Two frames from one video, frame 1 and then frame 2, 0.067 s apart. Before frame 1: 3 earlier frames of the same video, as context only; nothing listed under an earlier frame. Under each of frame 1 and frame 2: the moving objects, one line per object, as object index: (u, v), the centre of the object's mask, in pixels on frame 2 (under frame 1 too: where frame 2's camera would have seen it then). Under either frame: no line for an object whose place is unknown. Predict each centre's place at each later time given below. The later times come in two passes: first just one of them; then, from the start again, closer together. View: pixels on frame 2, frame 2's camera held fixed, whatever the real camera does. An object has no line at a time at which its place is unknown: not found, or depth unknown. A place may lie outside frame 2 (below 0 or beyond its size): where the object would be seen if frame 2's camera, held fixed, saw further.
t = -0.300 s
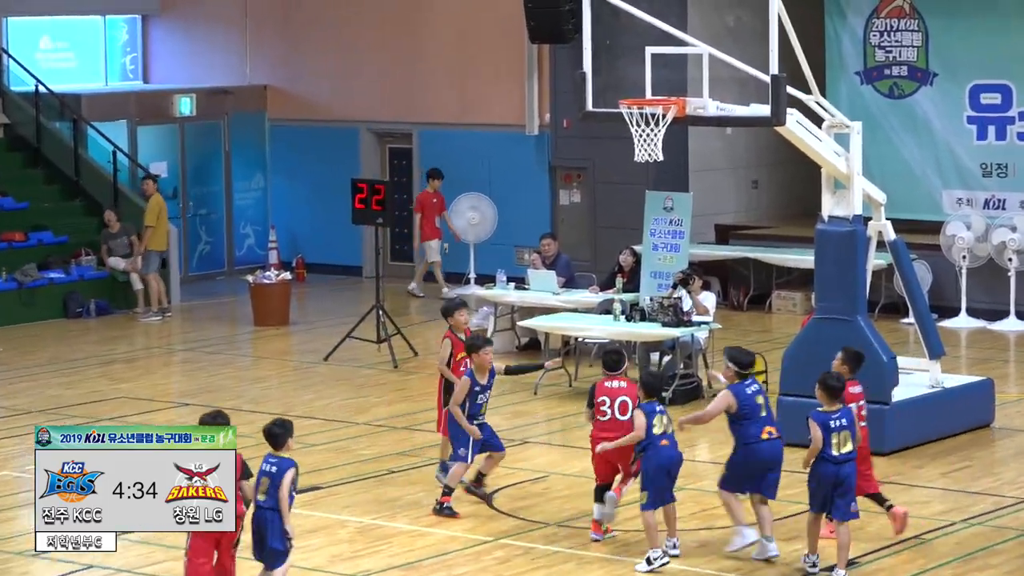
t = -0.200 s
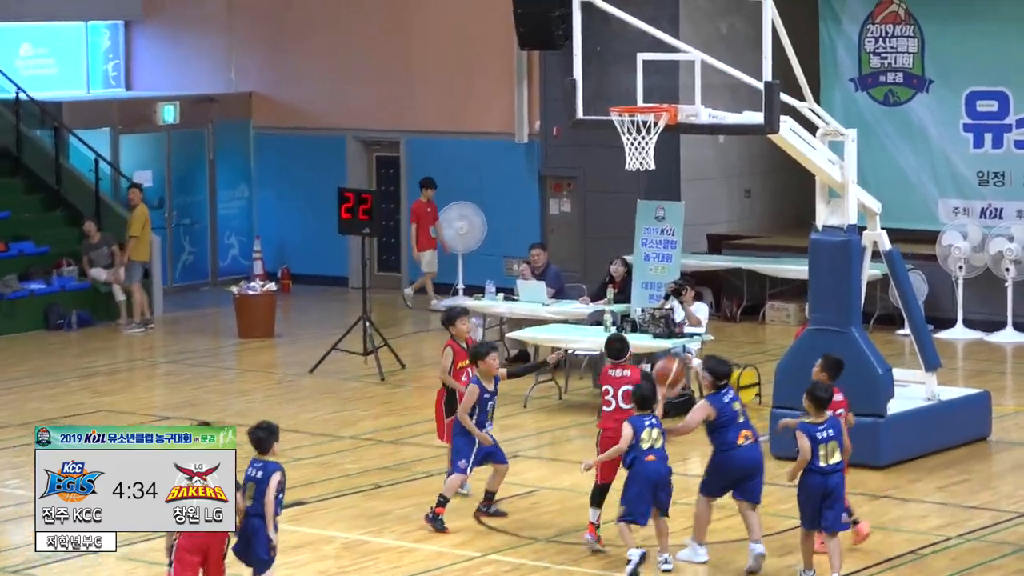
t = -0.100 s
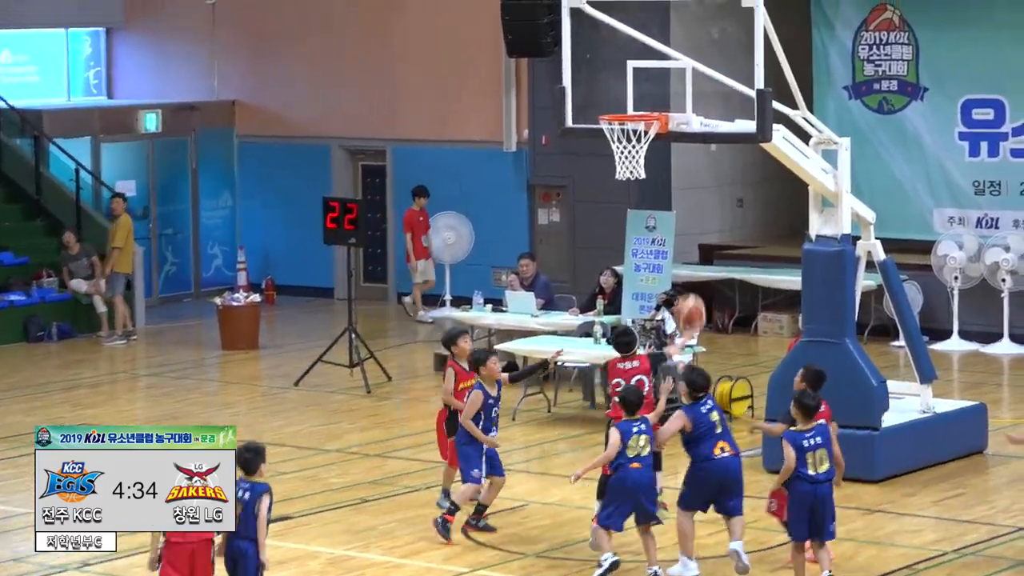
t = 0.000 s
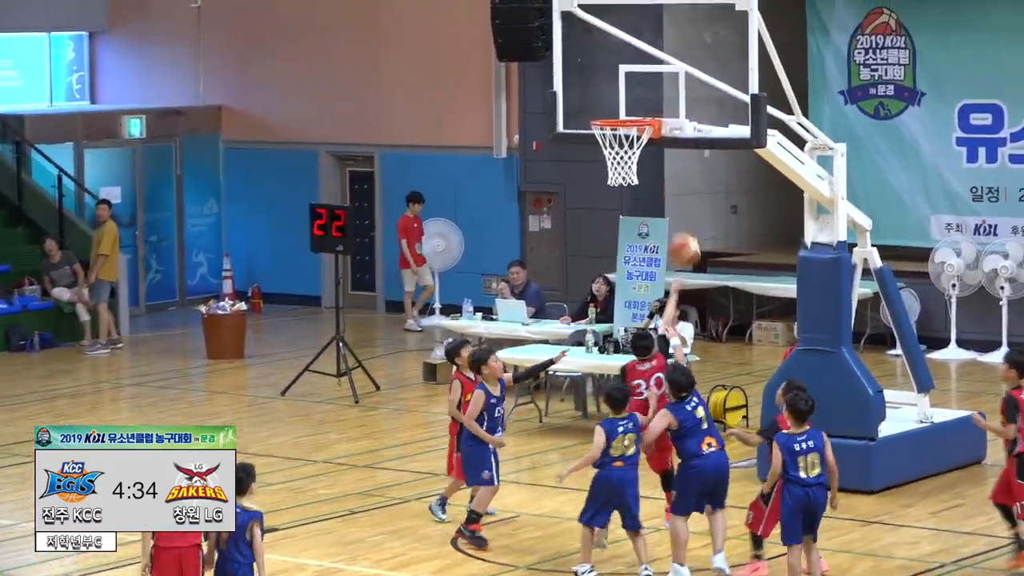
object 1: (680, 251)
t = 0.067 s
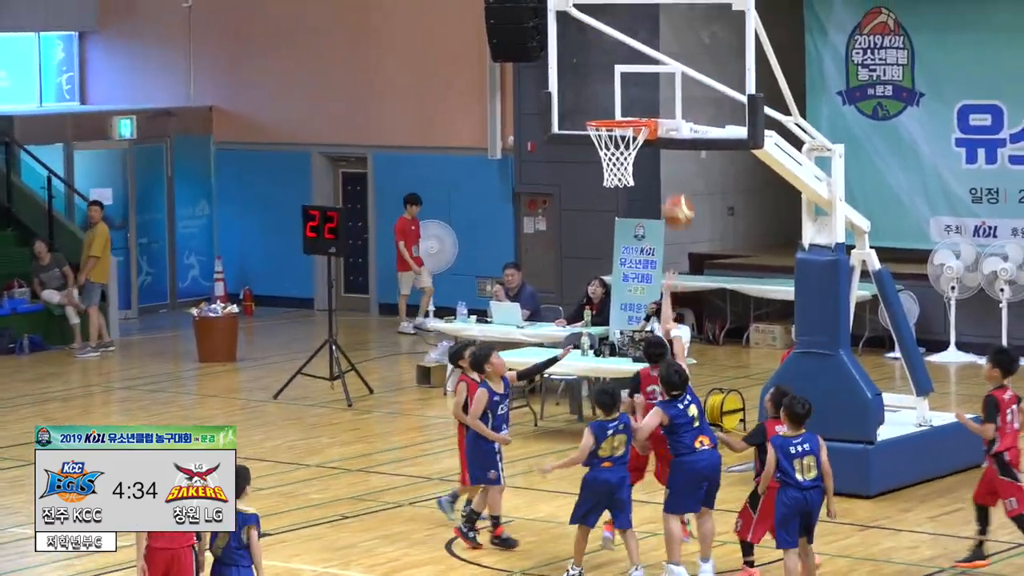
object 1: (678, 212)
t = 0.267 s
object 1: (670, 131)
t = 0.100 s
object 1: (677, 194)
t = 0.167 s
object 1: (675, 164)
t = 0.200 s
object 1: (673, 152)
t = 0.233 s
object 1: (672, 141)
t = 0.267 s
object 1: (670, 131)
